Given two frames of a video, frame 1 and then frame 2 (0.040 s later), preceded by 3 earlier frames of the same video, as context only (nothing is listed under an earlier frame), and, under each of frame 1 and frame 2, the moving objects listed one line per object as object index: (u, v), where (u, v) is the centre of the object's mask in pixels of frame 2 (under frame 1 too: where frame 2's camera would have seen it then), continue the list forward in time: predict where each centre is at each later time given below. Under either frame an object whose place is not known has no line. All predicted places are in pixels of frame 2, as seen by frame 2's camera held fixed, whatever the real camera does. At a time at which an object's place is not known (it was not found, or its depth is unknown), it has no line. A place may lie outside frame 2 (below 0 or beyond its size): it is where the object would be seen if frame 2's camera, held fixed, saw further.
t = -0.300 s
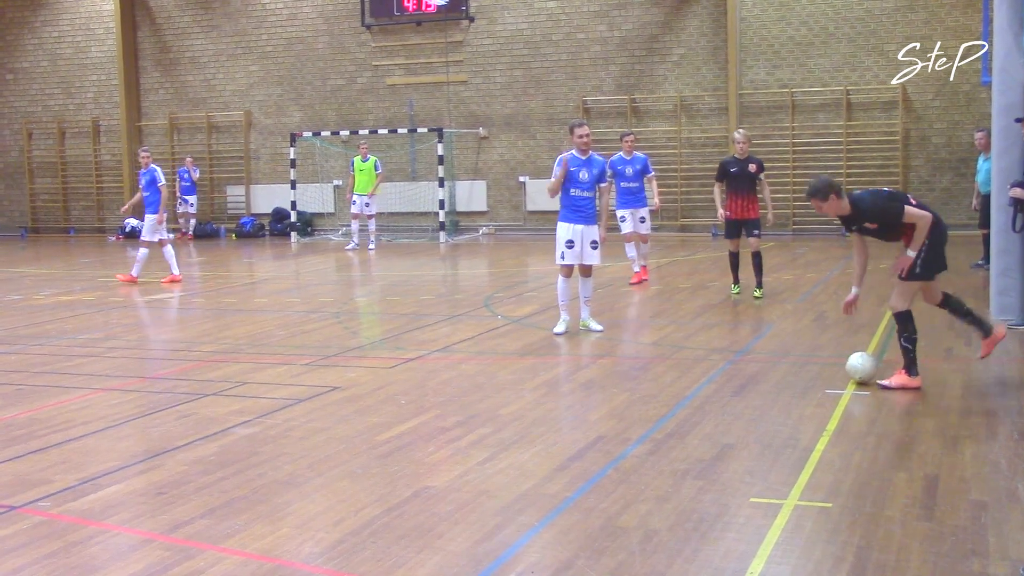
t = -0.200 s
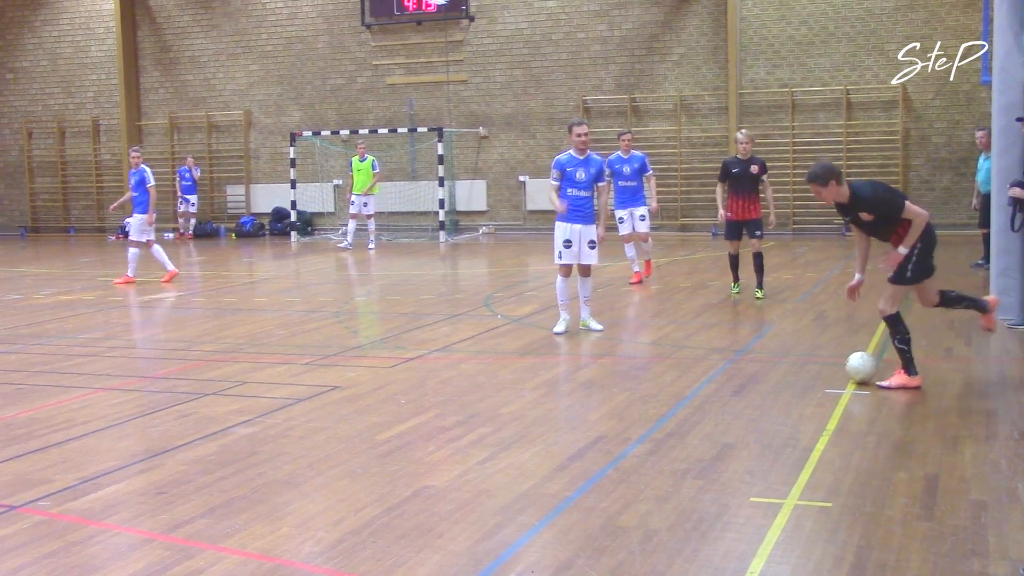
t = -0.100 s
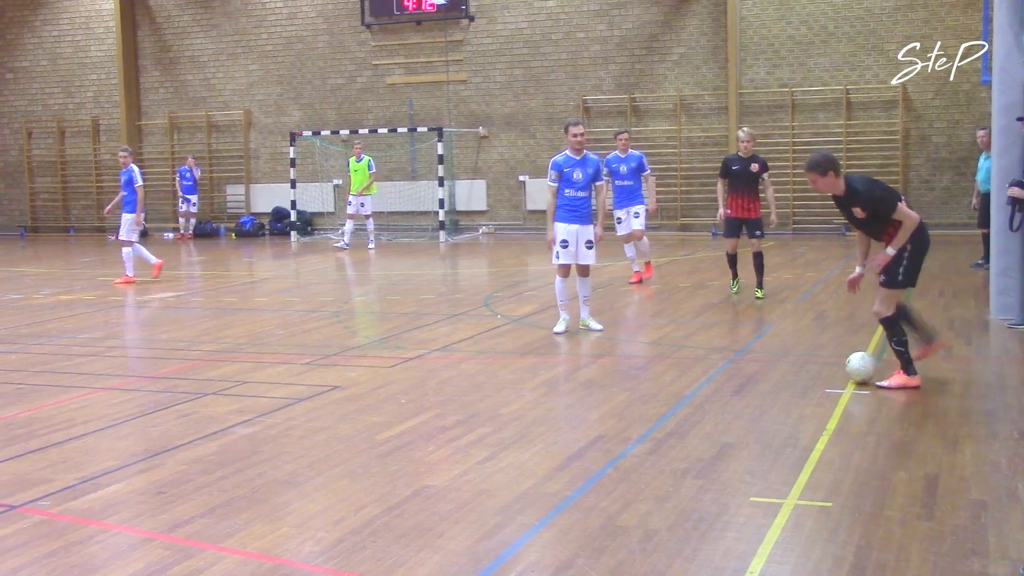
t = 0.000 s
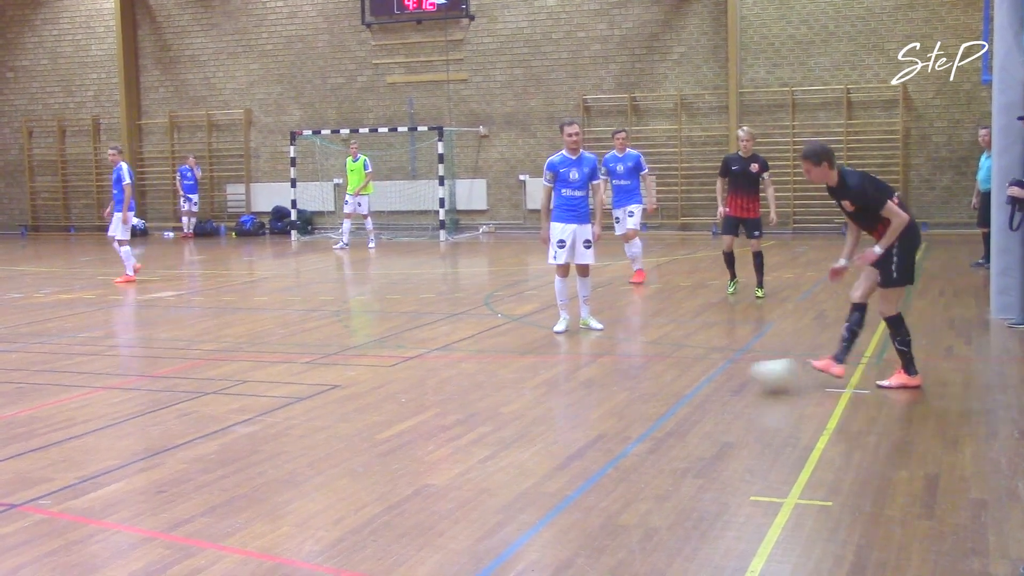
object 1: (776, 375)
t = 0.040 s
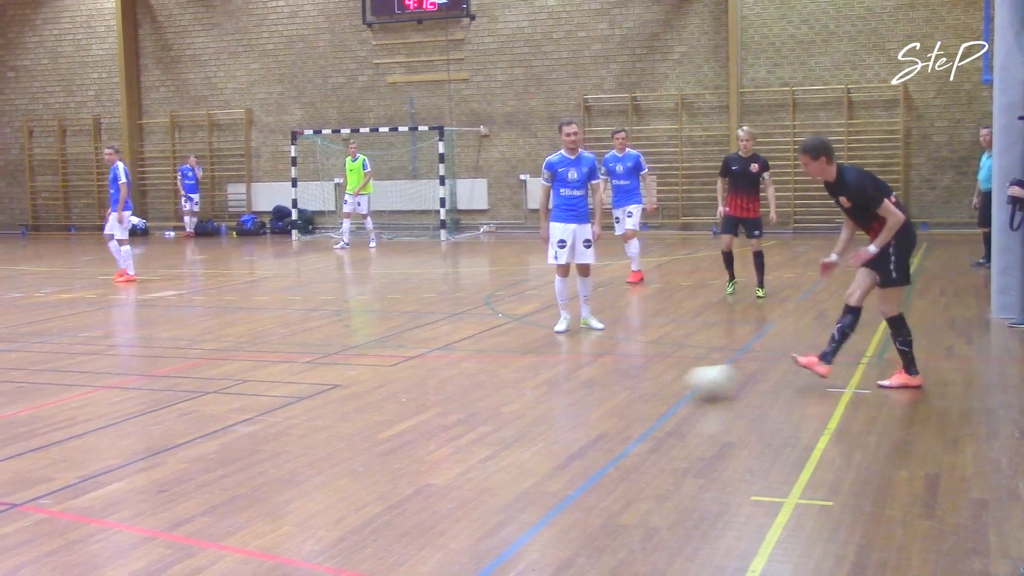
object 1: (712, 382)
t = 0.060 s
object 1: (679, 384)
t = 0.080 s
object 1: (645, 389)
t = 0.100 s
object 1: (613, 392)
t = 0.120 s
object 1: (580, 395)
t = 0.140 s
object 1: (545, 399)
